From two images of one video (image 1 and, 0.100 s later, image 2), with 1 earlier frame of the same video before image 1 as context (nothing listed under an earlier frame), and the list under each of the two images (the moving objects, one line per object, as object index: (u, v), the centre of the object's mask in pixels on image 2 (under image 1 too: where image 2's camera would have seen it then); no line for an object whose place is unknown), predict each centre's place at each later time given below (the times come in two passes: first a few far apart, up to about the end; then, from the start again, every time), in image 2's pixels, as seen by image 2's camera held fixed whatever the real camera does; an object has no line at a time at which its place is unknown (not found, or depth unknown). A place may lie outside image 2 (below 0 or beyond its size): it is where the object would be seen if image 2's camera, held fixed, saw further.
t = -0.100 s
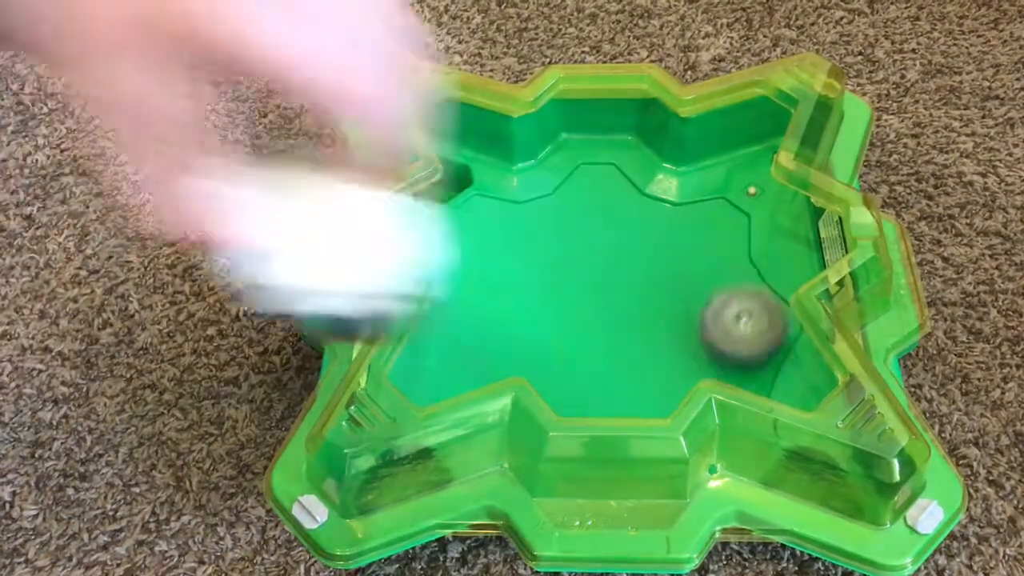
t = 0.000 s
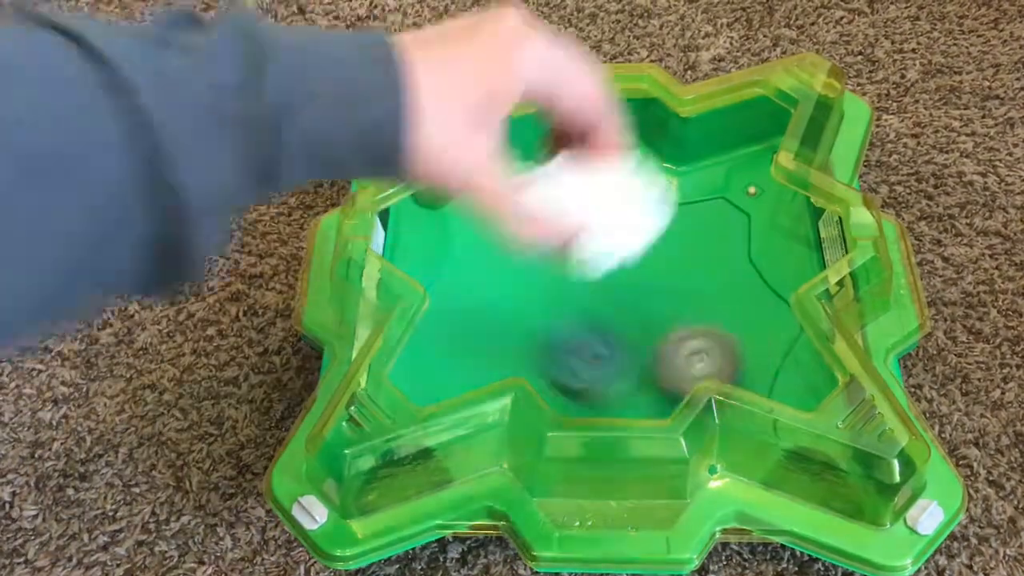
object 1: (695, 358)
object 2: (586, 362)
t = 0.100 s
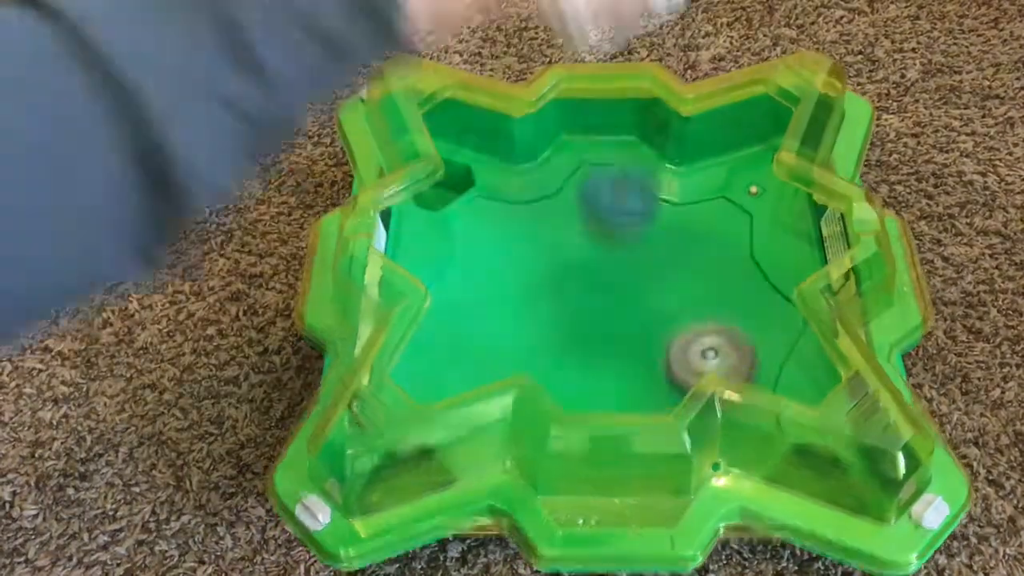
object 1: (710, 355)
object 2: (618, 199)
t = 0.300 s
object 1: (646, 381)
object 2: (566, 199)
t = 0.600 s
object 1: (591, 264)
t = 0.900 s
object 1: (687, 254)
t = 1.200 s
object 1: (641, 352)
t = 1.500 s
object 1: (687, 334)
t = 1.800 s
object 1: (744, 322)
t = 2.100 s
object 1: (601, 325)
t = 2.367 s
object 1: (559, 245)
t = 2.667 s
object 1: (612, 235)
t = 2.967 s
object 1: (689, 367)
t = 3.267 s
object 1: (600, 418)
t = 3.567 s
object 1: (533, 356)
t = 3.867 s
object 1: (568, 283)
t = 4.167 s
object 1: (595, 338)
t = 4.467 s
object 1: (497, 362)
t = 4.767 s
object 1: (549, 335)
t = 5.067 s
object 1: (644, 302)
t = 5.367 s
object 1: (707, 286)
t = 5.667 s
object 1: (630, 327)
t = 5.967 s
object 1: (544, 286)
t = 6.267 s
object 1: (615, 251)
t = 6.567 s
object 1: (715, 325)
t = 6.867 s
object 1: (659, 394)
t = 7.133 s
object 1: (561, 368)
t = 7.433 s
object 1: (540, 285)
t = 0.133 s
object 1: (711, 364)
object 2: (627, 153)
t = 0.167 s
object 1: (706, 377)
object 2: (628, 131)
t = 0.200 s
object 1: (690, 377)
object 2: (629, 157)
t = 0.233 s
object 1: (677, 382)
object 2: (614, 165)
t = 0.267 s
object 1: (663, 384)
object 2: (593, 180)
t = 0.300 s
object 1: (646, 381)
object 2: (566, 199)
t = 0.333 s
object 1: (629, 372)
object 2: (538, 225)
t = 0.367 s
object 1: (613, 359)
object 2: (518, 248)
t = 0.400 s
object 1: (598, 346)
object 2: (496, 276)
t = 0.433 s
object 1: (589, 332)
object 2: (476, 305)
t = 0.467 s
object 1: (582, 317)
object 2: (466, 337)
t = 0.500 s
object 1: (580, 303)
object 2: (462, 364)
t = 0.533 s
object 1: (581, 288)
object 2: (464, 381)
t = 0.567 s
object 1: (584, 277)
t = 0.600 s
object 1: (591, 264)
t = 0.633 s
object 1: (601, 254)
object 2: (554, 399)
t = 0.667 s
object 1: (612, 245)
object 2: (571, 400)
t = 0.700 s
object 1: (624, 240)
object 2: (587, 399)
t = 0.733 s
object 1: (635, 235)
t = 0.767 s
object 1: (647, 232)
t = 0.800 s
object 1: (659, 234)
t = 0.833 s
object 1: (670, 238)
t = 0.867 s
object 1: (680, 244)
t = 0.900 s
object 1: (687, 254)
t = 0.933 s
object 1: (690, 268)
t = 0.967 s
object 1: (689, 282)
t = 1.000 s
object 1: (684, 298)
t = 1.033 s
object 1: (676, 314)
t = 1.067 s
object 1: (665, 328)
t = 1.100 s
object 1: (650, 340)
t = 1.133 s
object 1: (634, 349)
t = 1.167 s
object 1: (631, 353)
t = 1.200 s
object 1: (641, 352)
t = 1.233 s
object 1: (649, 349)
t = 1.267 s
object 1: (654, 347)
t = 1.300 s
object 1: (655, 346)
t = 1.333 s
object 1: (654, 347)
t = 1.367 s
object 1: (652, 351)
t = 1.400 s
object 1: (646, 356)
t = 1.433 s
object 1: (637, 359)
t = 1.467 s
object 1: (657, 350)
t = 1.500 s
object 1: (687, 334)
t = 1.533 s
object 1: (716, 319)
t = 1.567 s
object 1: (740, 306)
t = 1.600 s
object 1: (758, 295)
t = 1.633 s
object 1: (770, 288)
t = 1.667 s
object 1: (772, 290)
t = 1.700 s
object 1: (768, 299)
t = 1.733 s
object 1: (762, 306)
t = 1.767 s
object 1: (755, 315)
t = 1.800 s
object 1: (744, 322)
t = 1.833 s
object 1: (732, 330)
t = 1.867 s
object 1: (717, 336)
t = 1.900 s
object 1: (701, 341)
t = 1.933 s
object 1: (686, 344)
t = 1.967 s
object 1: (668, 344)
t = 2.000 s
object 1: (651, 343)
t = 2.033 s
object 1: (633, 340)
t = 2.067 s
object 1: (617, 334)
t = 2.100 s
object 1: (601, 325)
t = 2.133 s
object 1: (588, 316)
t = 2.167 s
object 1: (577, 306)
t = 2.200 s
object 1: (568, 295)
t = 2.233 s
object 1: (561, 284)
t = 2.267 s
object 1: (558, 274)
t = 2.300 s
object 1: (557, 264)
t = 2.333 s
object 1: (557, 254)
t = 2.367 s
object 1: (559, 245)
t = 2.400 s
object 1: (562, 237)
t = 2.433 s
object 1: (565, 228)
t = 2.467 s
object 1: (570, 222)
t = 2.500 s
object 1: (576, 217)
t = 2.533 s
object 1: (583, 215)
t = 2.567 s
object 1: (590, 215)
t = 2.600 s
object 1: (598, 219)
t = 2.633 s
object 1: (606, 225)
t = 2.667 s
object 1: (612, 235)
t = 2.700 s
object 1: (617, 248)
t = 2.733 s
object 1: (620, 263)
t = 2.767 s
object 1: (639, 278)
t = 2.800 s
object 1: (661, 295)
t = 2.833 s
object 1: (677, 311)
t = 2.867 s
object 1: (688, 330)
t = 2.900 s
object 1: (693, 346)
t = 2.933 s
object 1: (693, 358)
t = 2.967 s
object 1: (689, 367)
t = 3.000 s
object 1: (682, 378)
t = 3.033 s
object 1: (672, 390)
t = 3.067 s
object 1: (665, 396)
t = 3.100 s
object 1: (656, 403)
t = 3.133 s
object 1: (649, 408)
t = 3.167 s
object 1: (639, 412)
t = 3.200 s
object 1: (628, 415)
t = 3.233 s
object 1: (615, 417)
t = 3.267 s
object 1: (600, 418)
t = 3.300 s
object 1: (590, 418)
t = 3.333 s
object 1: (580, 415)
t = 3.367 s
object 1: (573, 412)
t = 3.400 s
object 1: (566, 407)
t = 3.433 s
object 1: (557, 399)
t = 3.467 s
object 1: (539, 386)
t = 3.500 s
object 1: (532, 377)
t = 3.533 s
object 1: (530, 366)
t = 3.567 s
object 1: (533, 356)
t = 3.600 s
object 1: (539, 342)
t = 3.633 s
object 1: (547, 329)
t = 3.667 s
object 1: (557, 316)
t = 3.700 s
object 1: (552, 311)
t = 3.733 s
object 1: (549, 306)
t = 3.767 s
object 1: (549, 300)
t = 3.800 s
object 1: (553, 294)
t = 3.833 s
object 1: (560, 288)
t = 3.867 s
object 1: (568, 283)
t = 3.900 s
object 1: (578, 281)
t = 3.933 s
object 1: (588, 279)
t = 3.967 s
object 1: (599, 280)
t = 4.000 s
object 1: (610, 283)
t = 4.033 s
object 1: (620, 289)
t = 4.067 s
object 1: (629, 297)
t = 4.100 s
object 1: (625, 310)
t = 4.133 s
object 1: (610, 326)
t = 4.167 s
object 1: (595, 338)
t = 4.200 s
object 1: (582, 348)
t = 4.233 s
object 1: (568, 356)
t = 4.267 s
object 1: (557, 360)
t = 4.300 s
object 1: (546, 363)
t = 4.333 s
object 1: (534, 364)
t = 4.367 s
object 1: (524, 363)
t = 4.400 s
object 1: (514, 363)
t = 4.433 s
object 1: (504, 362)
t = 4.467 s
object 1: (497, 362)
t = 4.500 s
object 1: (492, 359)
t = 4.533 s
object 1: (489, 356)
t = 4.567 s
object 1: (490, 351)
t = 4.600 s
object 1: (493, 346)
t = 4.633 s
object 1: (500, 342)
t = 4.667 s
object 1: (509, 338)
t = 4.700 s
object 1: (521, 335)
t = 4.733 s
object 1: (533, 334)
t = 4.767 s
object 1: (549, 335)
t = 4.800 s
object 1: (563, 336)
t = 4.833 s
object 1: (578, 338)
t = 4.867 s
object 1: (593, 340)
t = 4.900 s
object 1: (606, 342)
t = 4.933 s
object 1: (619, 344)
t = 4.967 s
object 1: (625, 333)
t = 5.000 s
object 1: (630, 319)
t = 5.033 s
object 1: (637, 310)
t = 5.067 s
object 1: (644, 302)
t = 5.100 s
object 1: (653, 295)
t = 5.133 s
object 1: (662, 290)
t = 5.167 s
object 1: (670, 286)
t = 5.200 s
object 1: (677, 284)
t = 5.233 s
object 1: (684, 282)
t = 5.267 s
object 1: (691, 281)
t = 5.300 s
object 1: (698, 281)
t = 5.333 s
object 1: (703, 283)
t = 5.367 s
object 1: (707, 286)
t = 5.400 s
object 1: (709, 290)
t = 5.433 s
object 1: (707, 295)
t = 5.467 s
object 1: (702, 302)
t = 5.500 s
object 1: (694, 309)
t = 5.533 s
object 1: (684, 316)
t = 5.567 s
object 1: (671, 320)
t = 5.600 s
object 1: (658, 324)
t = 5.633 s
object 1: (644, 327)
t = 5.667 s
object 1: (630, 327)
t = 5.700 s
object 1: (616, 327)
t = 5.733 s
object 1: (603, 326)
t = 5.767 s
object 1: (590, 325)
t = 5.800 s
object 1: (577, 323)
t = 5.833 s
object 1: (565, 320)
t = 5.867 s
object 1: (554, 318)
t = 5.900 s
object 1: (545, 314)
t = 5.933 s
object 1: (541, 302)
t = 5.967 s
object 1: (544, 286)
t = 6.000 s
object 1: (547, 273)
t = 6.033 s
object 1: (551, 264)
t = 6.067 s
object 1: (557, 256)
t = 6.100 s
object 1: (565, 250)
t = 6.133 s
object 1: (573, 246)
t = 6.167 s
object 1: (583, 243)
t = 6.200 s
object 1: (594, 244)
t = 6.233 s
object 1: (604, 246)
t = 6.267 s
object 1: (615, 251)
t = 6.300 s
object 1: (624, 259)
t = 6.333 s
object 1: (633, 269)
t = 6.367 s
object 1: (647, 276)
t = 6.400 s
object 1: (668, 281)
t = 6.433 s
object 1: (684, 287)
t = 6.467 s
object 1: (696, 295)
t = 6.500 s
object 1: (705, 305)
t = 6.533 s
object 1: (711, 315)
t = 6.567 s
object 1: (715, 325)
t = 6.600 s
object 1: (717, 336)
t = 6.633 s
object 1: (718, 346)
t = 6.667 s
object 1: (716, 354)
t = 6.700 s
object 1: (712, 362)
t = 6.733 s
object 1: (705, 369)
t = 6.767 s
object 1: (695, 376)
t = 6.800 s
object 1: (681, 385)
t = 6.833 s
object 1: (669, 390)
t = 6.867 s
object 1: (659, 394)
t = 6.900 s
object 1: (648, 397)
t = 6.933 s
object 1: (636, 398)
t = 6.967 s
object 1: (621, 397)
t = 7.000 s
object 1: (607, 394)
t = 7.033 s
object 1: (594, 390)
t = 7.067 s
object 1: (583, 385)
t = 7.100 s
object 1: (571, 377)
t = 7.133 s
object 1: (561, 368)
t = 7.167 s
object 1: (552, 359)
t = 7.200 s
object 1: (544, 351)
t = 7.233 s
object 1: (539, 340)
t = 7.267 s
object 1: (536, 330)
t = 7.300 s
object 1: (534, 320)
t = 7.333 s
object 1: (533, 311)
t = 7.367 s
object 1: (534, 302)
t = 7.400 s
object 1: (537, 292)
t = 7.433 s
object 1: (540, 285)
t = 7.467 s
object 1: (538, 282)
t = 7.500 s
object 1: (520, 282)
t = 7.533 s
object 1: (507, 283)
